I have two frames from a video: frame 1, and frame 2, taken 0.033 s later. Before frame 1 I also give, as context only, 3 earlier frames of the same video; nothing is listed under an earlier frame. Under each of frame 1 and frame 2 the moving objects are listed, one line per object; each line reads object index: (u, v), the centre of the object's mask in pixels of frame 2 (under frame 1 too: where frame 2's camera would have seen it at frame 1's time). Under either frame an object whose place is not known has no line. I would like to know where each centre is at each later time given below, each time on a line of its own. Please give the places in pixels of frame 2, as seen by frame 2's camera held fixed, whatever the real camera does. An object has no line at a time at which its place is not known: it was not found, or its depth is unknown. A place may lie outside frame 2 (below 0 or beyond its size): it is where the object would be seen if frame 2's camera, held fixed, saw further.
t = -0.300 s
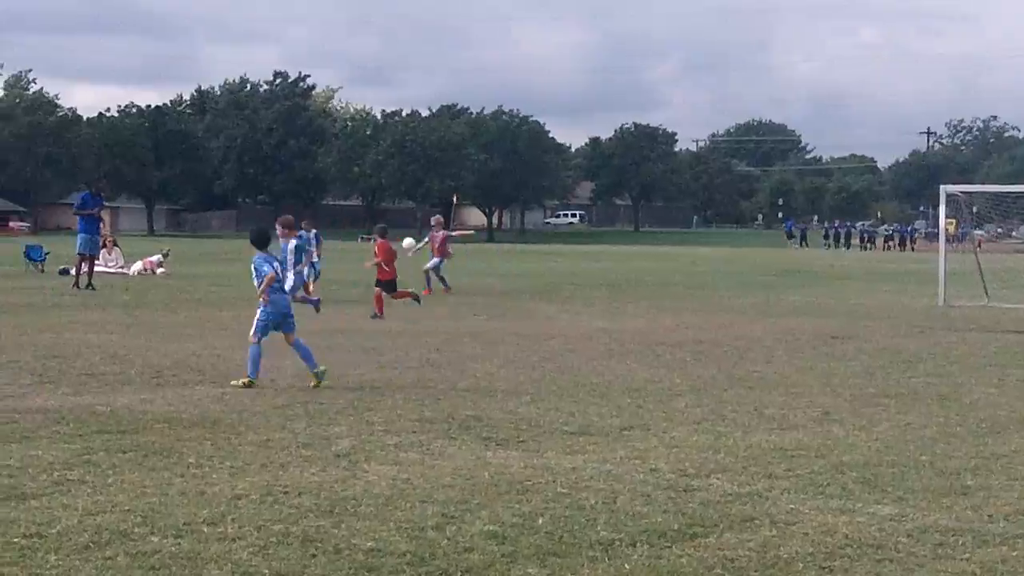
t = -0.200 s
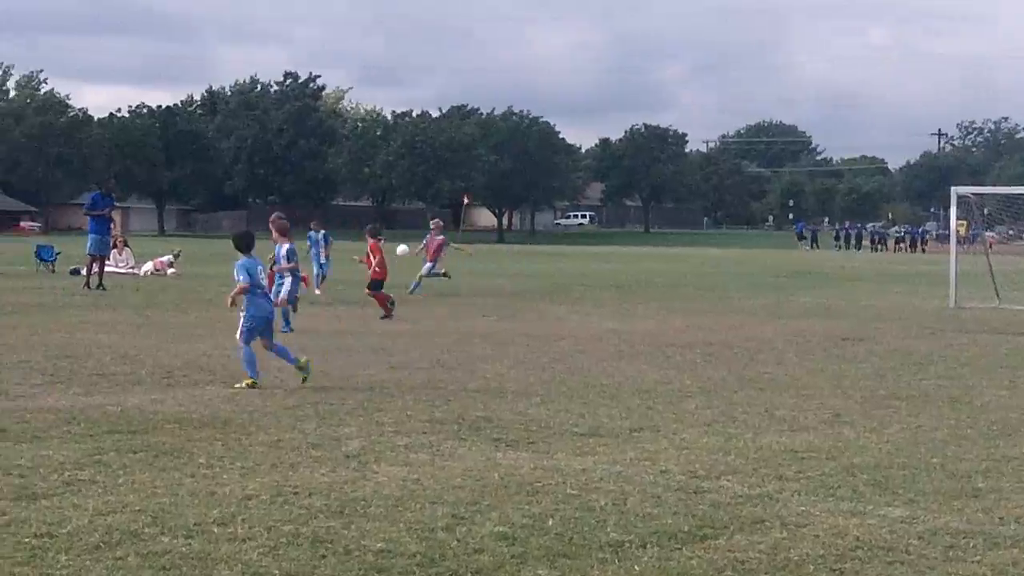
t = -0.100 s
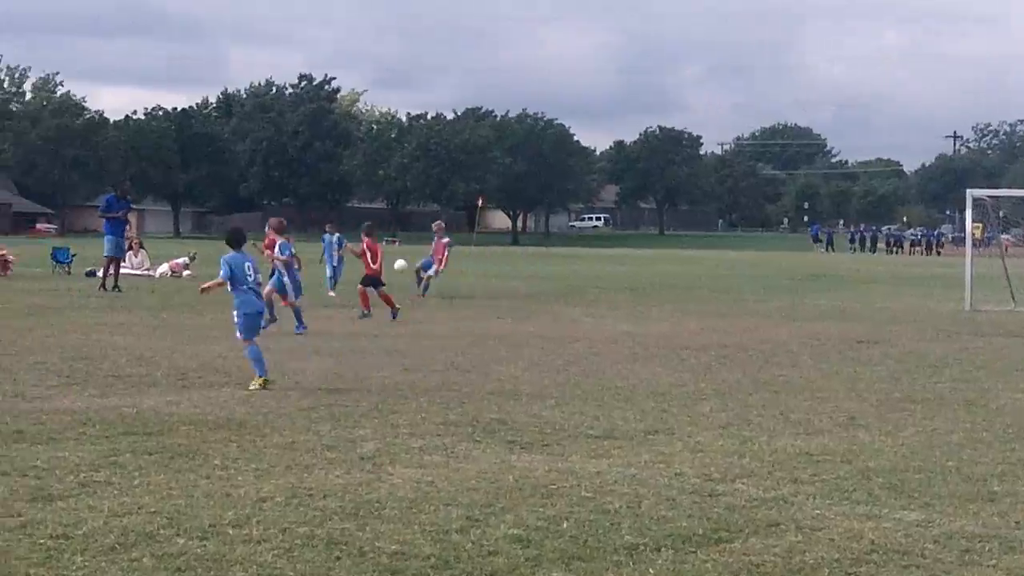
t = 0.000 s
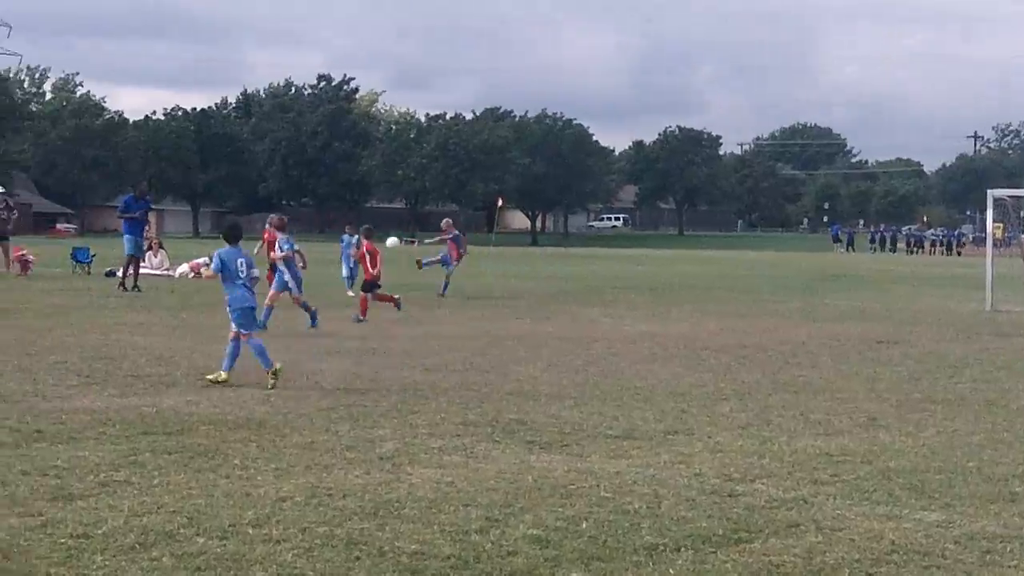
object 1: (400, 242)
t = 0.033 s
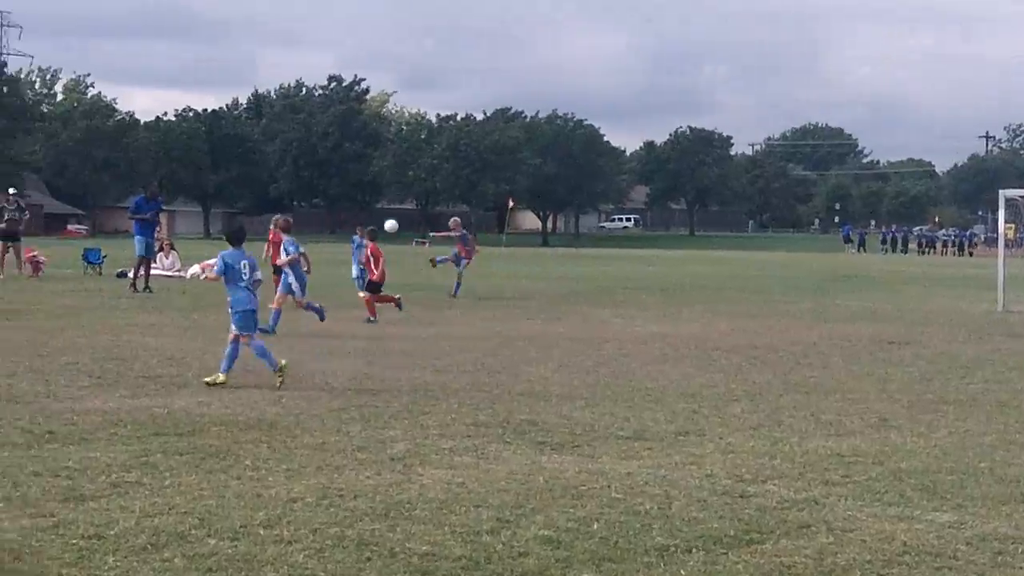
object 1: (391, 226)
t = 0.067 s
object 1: (381, 208)
